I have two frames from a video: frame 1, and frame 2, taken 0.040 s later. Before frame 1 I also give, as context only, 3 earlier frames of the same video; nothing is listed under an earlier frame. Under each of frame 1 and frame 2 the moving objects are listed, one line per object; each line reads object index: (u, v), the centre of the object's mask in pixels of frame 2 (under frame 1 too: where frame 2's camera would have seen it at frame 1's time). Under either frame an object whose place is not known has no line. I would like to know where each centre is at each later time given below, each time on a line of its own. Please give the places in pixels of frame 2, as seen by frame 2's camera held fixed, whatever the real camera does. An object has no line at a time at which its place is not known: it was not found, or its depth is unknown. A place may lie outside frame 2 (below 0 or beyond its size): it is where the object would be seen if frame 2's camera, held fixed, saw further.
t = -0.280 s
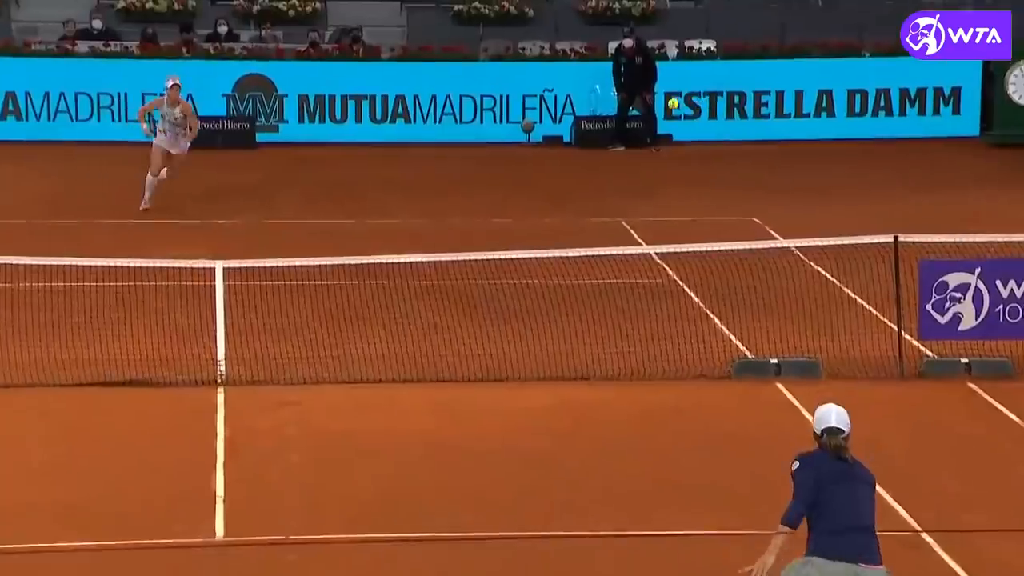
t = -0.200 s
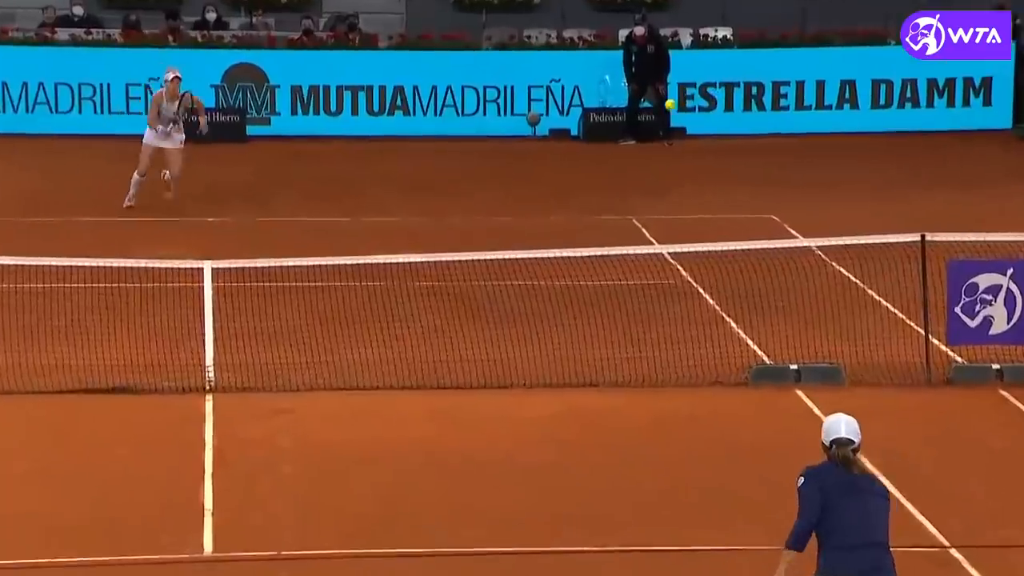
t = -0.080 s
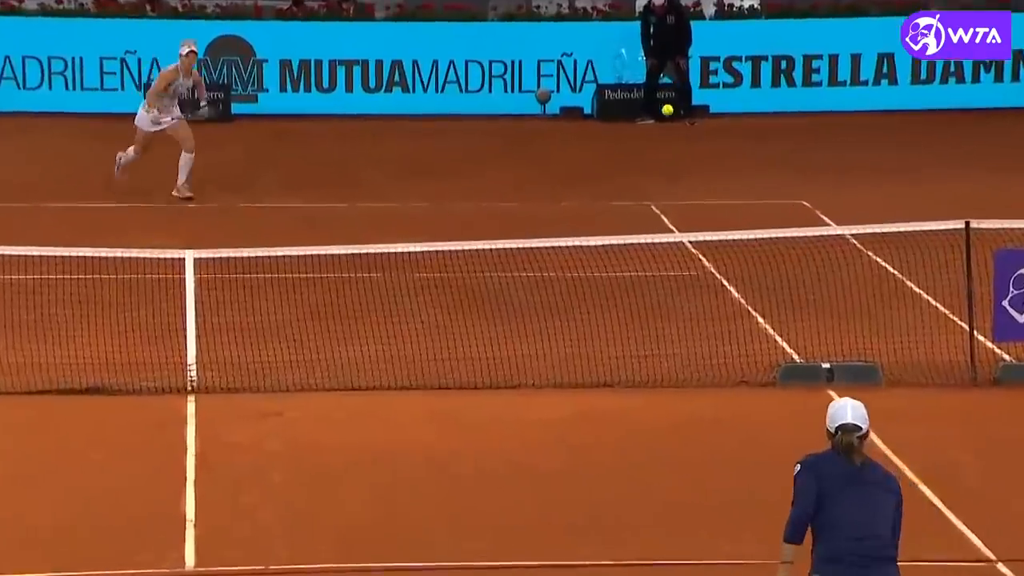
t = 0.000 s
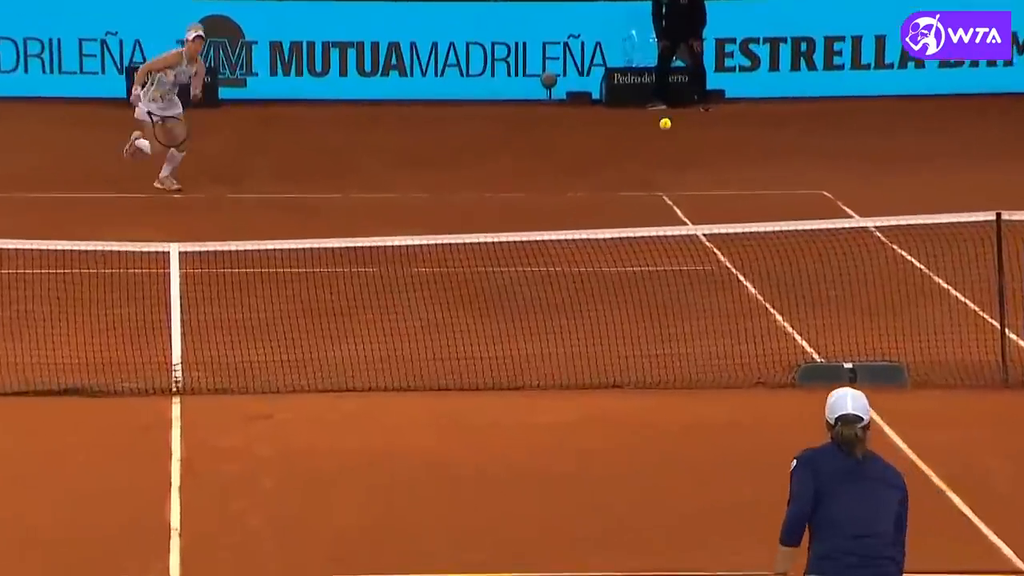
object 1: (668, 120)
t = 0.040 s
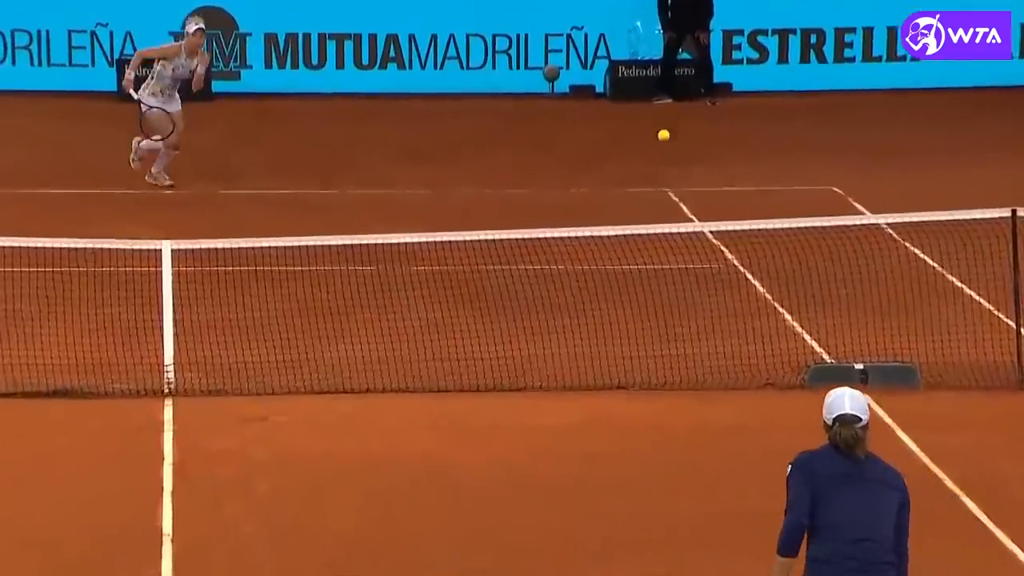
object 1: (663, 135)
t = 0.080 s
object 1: (658, 152)
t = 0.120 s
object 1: (652, 171)
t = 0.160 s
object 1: (647, 192)
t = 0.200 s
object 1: (641, 216)
